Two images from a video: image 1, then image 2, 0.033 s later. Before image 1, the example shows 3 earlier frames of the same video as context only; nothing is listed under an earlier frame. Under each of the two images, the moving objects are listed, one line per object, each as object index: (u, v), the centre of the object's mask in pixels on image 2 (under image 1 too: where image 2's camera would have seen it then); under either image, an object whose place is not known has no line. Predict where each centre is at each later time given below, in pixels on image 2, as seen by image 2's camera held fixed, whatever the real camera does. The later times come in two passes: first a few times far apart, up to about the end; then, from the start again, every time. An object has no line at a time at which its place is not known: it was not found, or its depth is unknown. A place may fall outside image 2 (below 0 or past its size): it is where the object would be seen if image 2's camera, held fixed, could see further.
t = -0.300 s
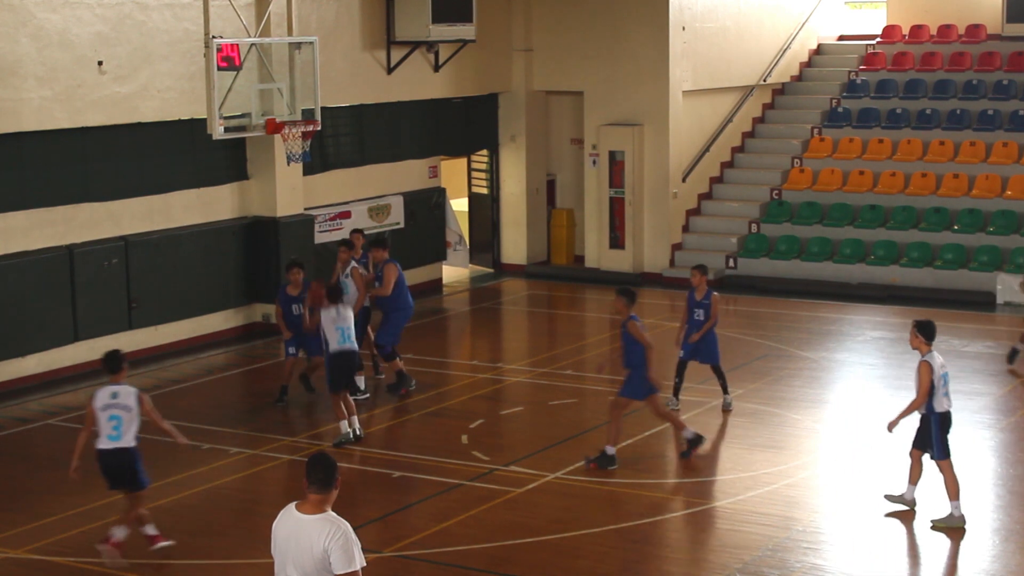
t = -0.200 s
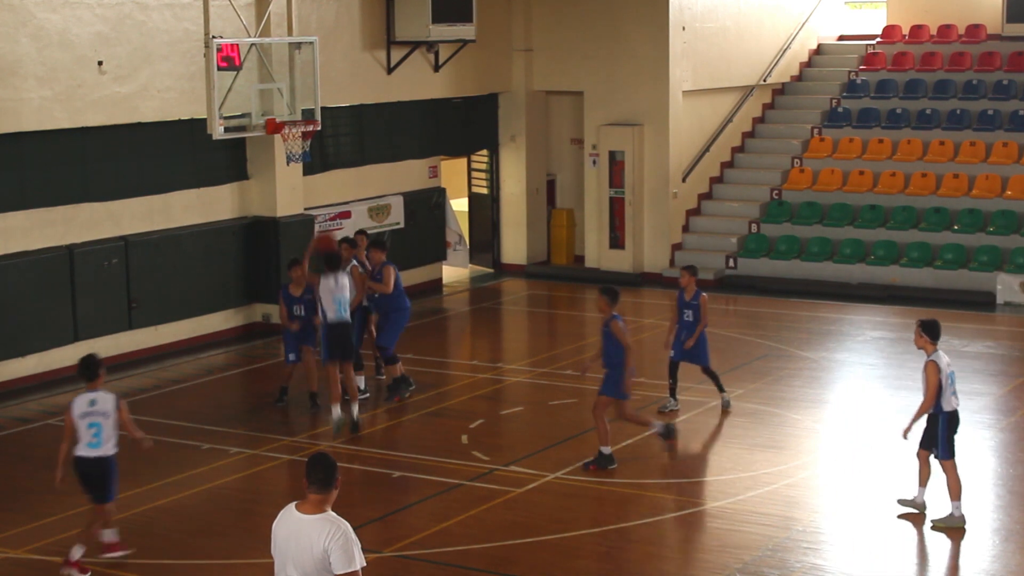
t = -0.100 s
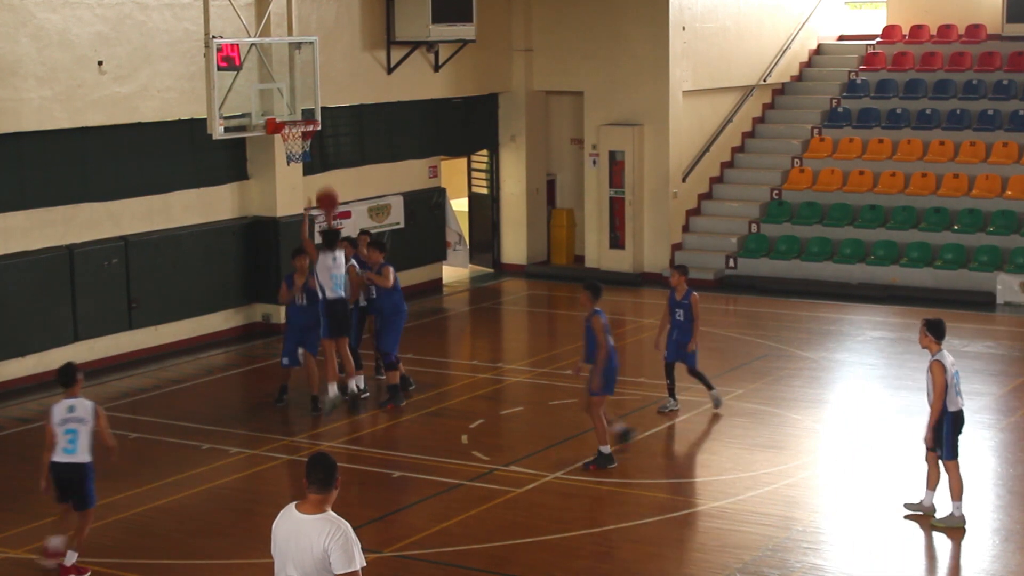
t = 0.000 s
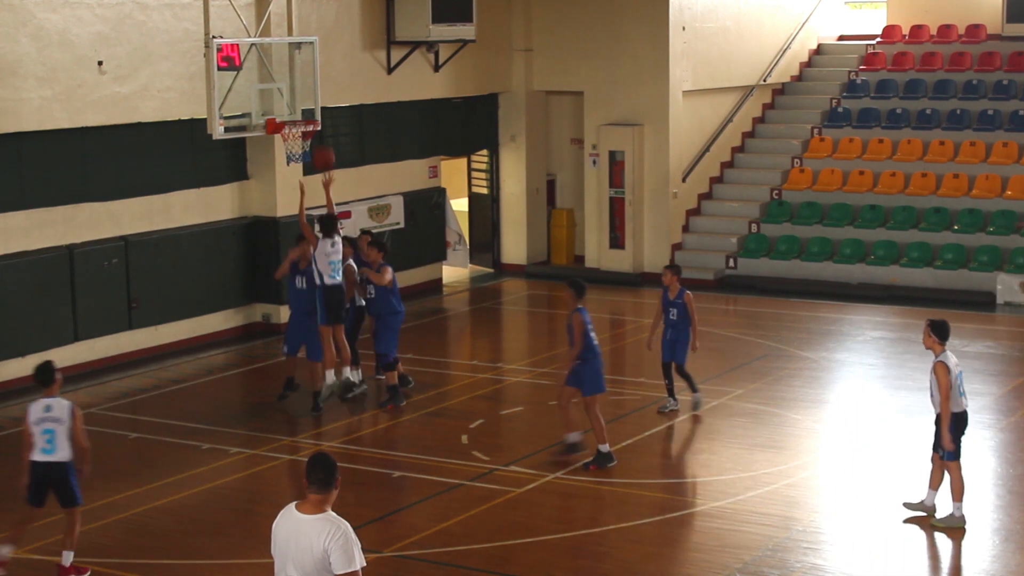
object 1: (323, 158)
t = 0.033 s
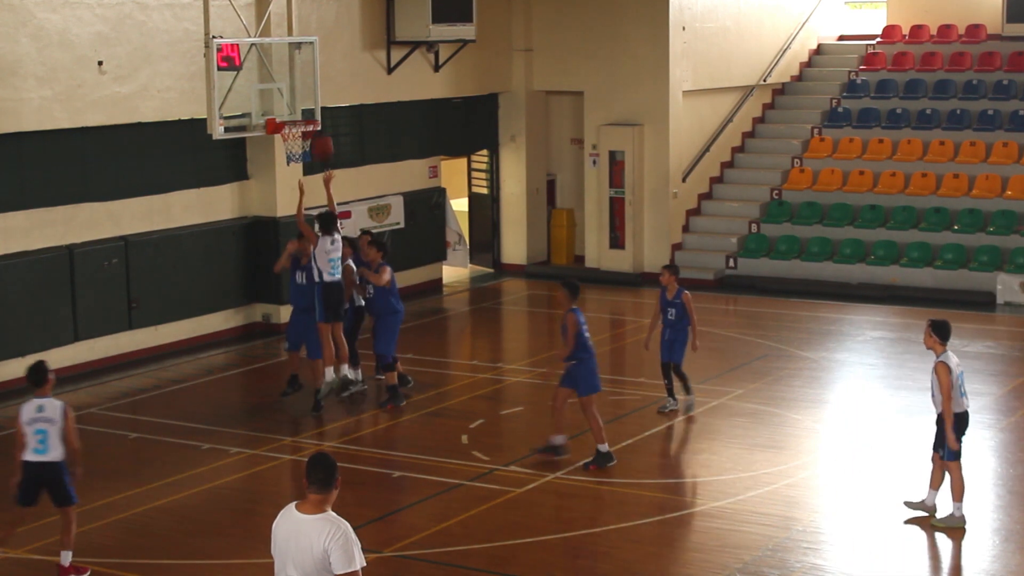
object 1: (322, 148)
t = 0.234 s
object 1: (311, 95)
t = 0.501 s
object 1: (301, 87)
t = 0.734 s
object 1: (293, 131)
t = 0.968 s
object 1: (297, 160)
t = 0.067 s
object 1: (322, 136)
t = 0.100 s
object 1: (318, 125)
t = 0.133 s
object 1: (317, 115)
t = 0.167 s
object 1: (315, 108)
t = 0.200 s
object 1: (313, 101)
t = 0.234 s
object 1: (311, 95)
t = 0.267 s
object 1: (310, 91)
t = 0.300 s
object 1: (309, 87)
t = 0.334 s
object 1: (307, 85)
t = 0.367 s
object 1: (306, 83)
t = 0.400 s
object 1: (304, 83)
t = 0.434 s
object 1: (303, 83)
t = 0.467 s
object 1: (302, 84)
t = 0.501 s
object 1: (301, 87)
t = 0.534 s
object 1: (300, 90)
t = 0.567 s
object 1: (299, 94)
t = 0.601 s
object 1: (297, 99)
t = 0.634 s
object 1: (296, 106)
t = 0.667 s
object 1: (295, 112)
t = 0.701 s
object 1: (294, 117)
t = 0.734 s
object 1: (293, 131)
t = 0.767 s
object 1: (293, 135)
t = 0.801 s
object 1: (293, 139)
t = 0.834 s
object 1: (294, 138)
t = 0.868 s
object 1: (295, 145)
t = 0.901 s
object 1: (296, 151)
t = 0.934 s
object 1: (296, 154)
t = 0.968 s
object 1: (297, 160)
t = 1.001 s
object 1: (298, 167)
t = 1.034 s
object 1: (298, 175)
